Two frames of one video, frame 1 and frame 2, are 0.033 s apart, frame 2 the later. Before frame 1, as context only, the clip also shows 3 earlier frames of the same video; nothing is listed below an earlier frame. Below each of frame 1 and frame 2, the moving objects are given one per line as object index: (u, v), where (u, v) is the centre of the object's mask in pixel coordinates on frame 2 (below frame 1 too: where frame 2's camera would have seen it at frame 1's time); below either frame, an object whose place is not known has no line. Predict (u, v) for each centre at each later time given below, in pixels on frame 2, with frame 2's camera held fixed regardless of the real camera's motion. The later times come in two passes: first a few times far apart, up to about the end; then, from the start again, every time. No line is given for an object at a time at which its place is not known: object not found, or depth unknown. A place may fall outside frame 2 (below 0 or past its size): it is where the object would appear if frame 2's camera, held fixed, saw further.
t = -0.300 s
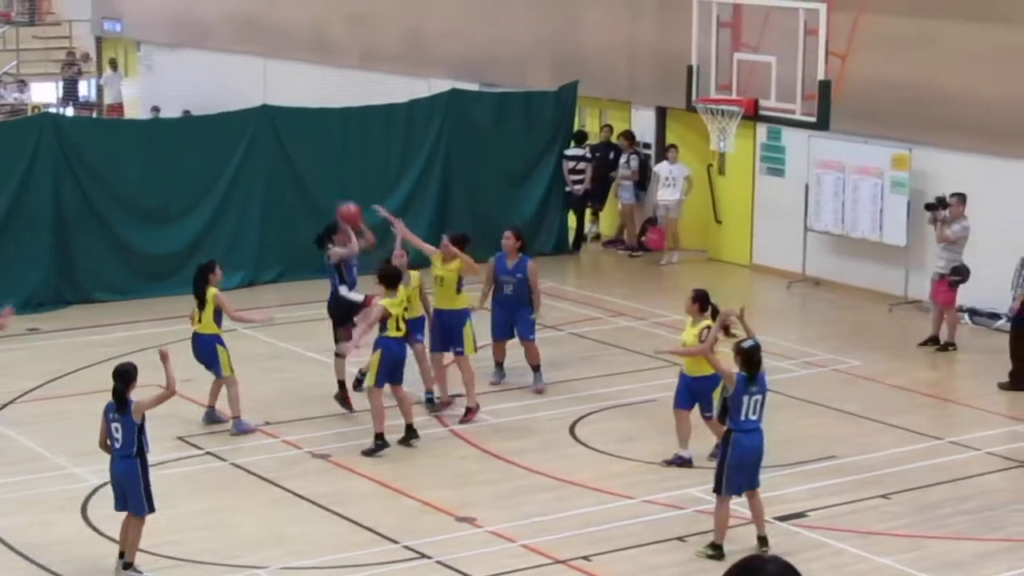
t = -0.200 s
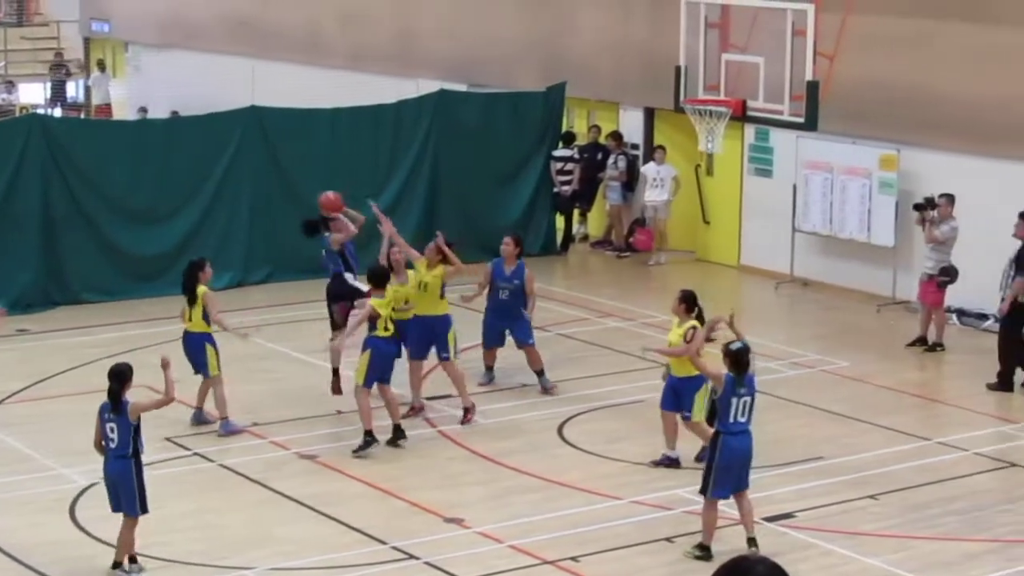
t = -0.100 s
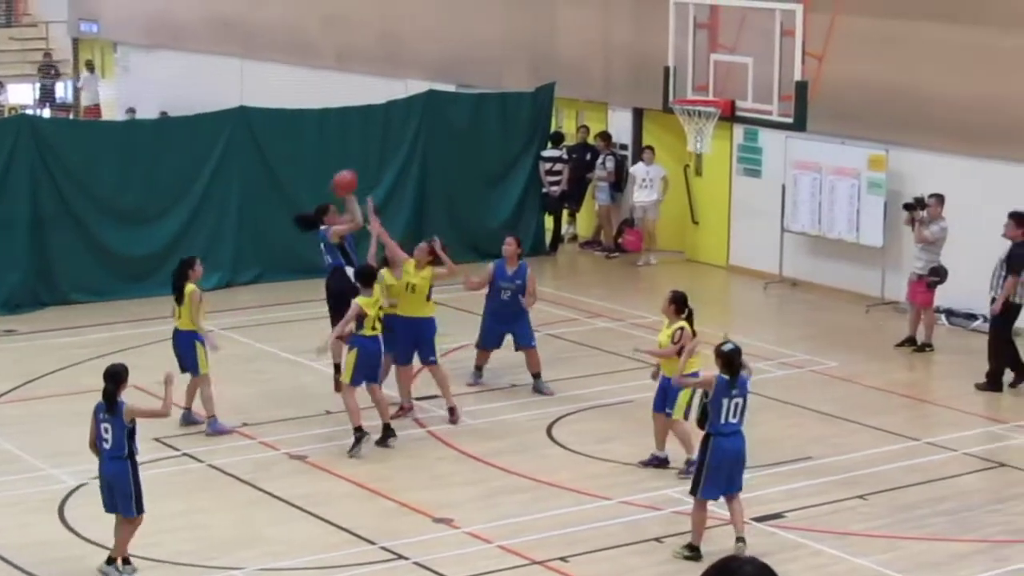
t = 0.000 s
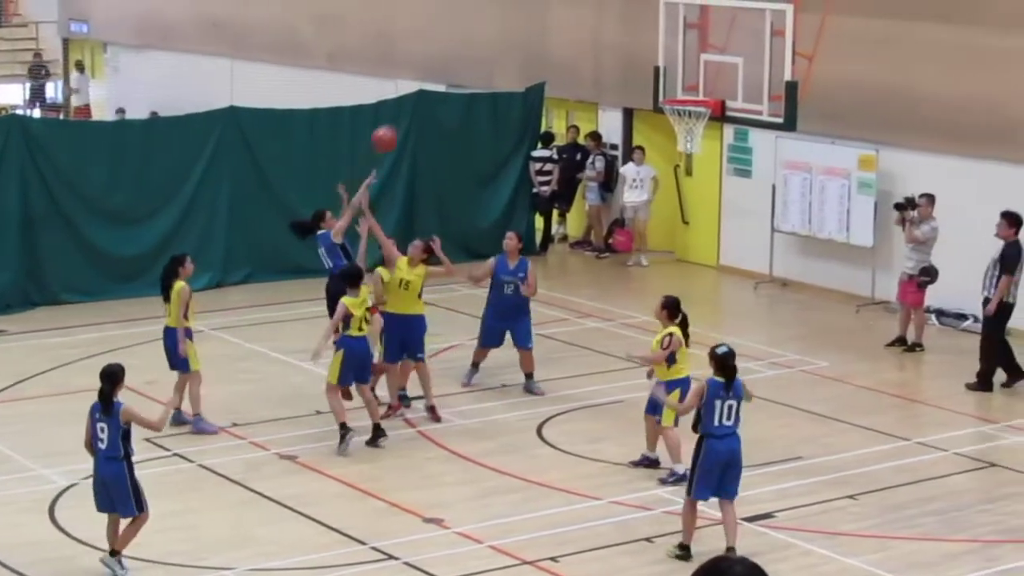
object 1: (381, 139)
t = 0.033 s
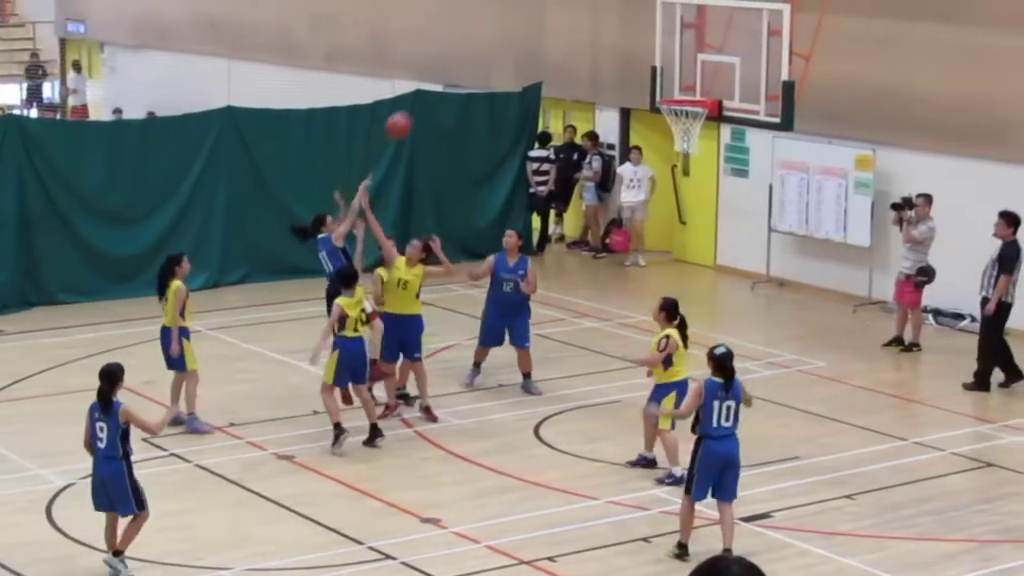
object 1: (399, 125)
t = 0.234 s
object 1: (508, 68)
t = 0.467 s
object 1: (632, 56)
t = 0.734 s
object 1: (685, 108)
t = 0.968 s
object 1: (656, 150)
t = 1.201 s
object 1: (629, 225)
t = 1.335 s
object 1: (612, 295)
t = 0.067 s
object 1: (417, 112)
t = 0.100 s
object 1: (435, 102)
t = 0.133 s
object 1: (455, 92)
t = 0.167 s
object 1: (472, 83)
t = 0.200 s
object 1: (490, 75)
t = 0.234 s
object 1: (508, 68)
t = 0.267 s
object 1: (526, 64)
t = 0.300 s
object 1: (544, 59)
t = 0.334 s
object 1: (562, 56)
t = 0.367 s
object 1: (581, 54)
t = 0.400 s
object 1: (597, 54)
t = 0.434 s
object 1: (615, 54)
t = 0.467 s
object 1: (632, 56)
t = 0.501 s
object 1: (650, 59)
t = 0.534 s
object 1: (668, 63)
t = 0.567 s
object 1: (686, 69)
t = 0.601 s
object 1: (699, 75)
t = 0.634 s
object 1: (696, 81)
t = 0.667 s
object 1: (694, 90)
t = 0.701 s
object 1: (691, 93)
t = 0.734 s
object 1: (685, 108)
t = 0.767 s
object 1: (684, 118)
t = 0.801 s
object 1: (678, 124)
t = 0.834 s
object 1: (674, 129)
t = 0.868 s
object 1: (667, 134)
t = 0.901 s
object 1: (665, 139)
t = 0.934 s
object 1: (661, 143)
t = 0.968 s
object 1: (656, 150)
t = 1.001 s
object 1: (653, 156)
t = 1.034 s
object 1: (649, 166)
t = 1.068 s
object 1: (645, 175)
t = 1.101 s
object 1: (640, 186)
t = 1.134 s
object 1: (636, 198)
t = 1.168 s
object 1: (632, 210)
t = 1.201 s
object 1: (629, 225)
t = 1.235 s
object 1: (625, 240)
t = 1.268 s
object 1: (621, 256)
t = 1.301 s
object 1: (617, 274)
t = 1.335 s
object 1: (612, 295)
